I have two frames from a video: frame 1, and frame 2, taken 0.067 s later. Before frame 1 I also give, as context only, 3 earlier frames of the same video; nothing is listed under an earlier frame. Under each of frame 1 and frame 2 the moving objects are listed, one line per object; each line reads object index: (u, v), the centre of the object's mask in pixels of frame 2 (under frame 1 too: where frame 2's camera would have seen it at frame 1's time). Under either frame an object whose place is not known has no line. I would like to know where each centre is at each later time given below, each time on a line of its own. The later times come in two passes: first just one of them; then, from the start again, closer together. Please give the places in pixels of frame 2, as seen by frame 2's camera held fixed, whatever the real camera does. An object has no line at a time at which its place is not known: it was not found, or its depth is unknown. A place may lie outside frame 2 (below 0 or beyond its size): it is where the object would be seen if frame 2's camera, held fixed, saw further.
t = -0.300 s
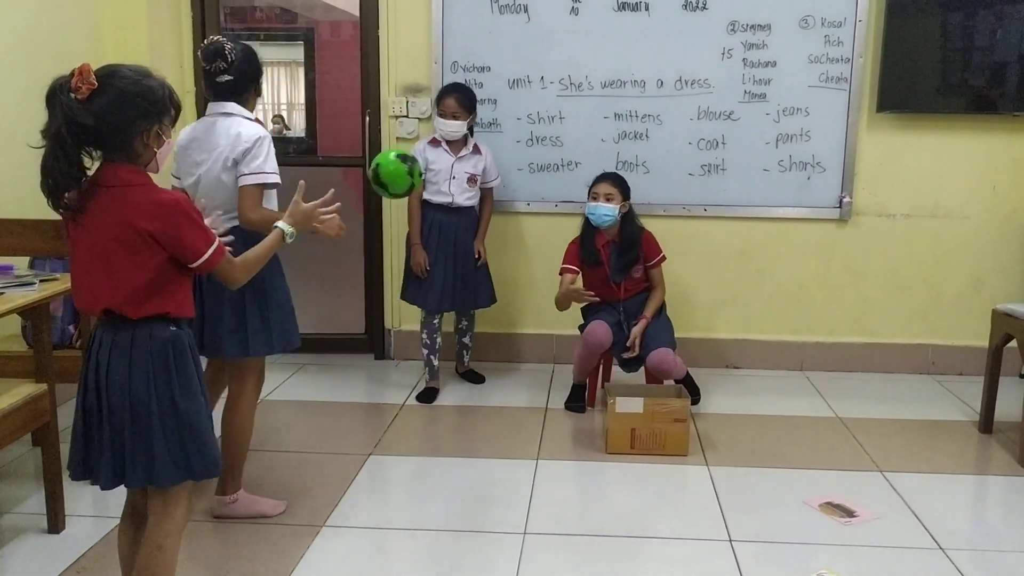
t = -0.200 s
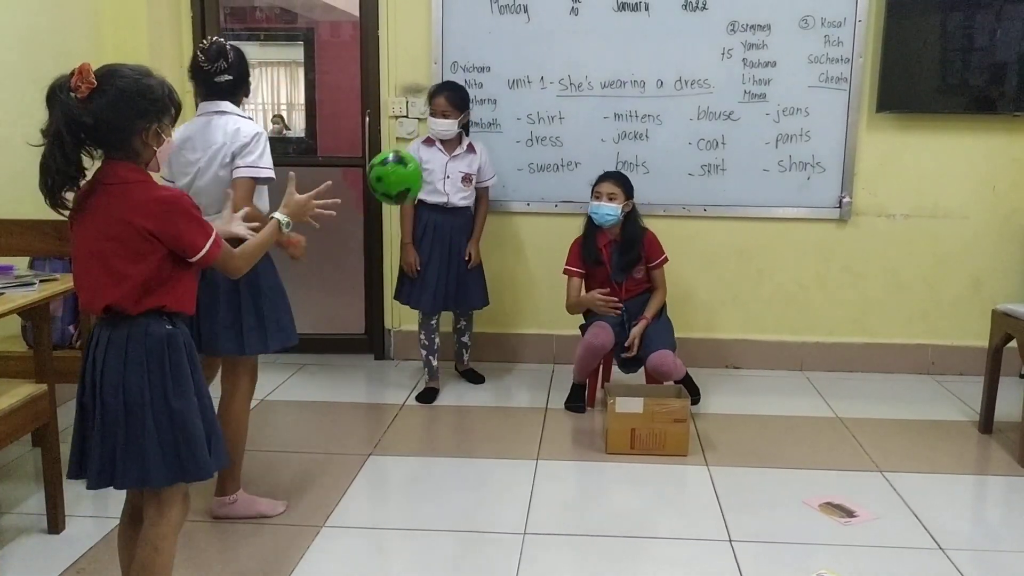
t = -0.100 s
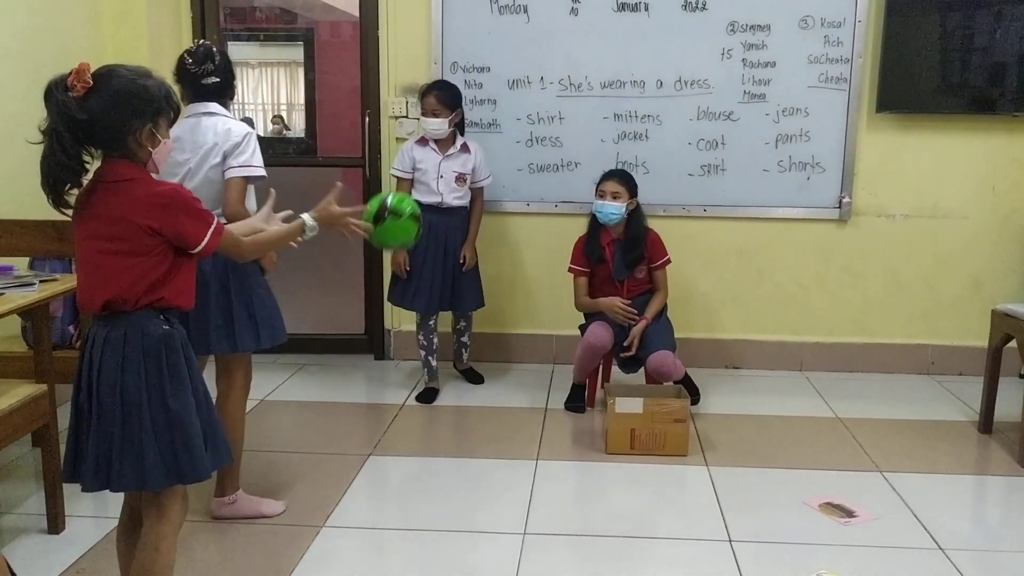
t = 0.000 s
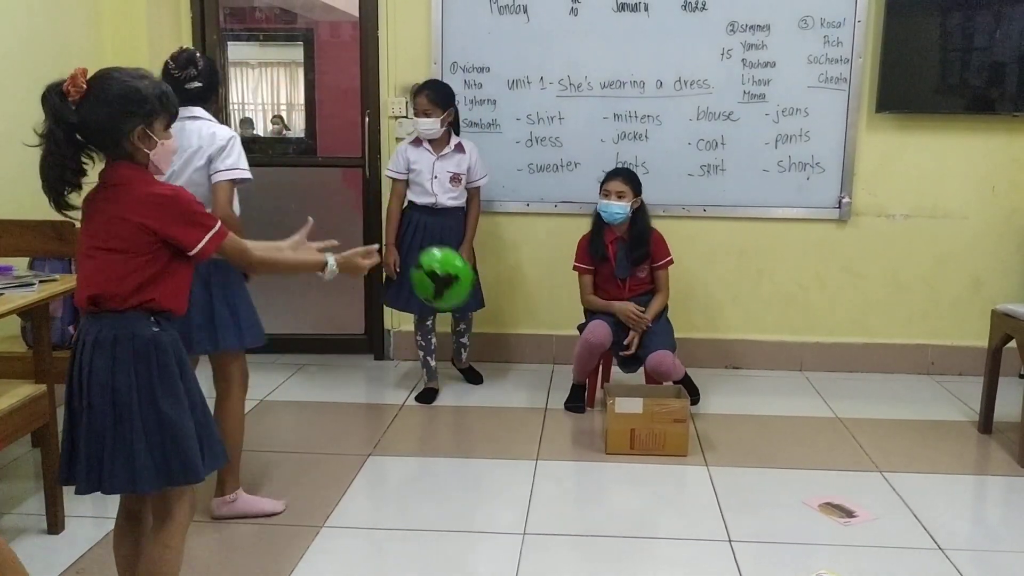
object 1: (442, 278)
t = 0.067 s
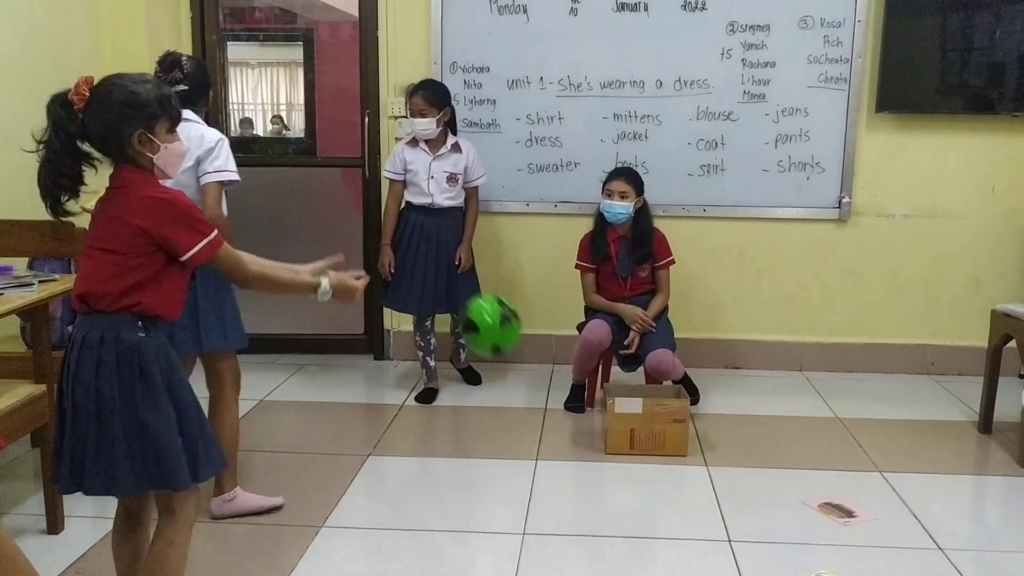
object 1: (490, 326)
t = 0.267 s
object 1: (636, 568)
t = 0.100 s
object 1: (516, 357)
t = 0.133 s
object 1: (540, 393)
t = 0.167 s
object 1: (565, 434)
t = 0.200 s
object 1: (589, 480)
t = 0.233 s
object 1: (612, 530)
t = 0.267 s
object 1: (636, 568)
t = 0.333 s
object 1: (672, 565)
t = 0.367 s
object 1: (688, 546)
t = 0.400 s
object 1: (704, 518)
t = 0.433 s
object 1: (720, 496)
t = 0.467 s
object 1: (738, 477)
